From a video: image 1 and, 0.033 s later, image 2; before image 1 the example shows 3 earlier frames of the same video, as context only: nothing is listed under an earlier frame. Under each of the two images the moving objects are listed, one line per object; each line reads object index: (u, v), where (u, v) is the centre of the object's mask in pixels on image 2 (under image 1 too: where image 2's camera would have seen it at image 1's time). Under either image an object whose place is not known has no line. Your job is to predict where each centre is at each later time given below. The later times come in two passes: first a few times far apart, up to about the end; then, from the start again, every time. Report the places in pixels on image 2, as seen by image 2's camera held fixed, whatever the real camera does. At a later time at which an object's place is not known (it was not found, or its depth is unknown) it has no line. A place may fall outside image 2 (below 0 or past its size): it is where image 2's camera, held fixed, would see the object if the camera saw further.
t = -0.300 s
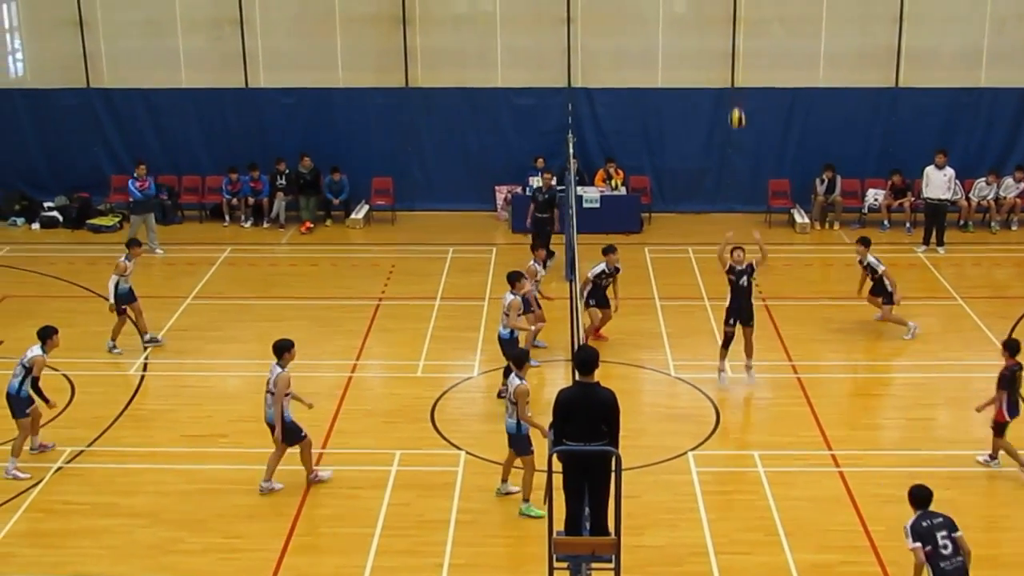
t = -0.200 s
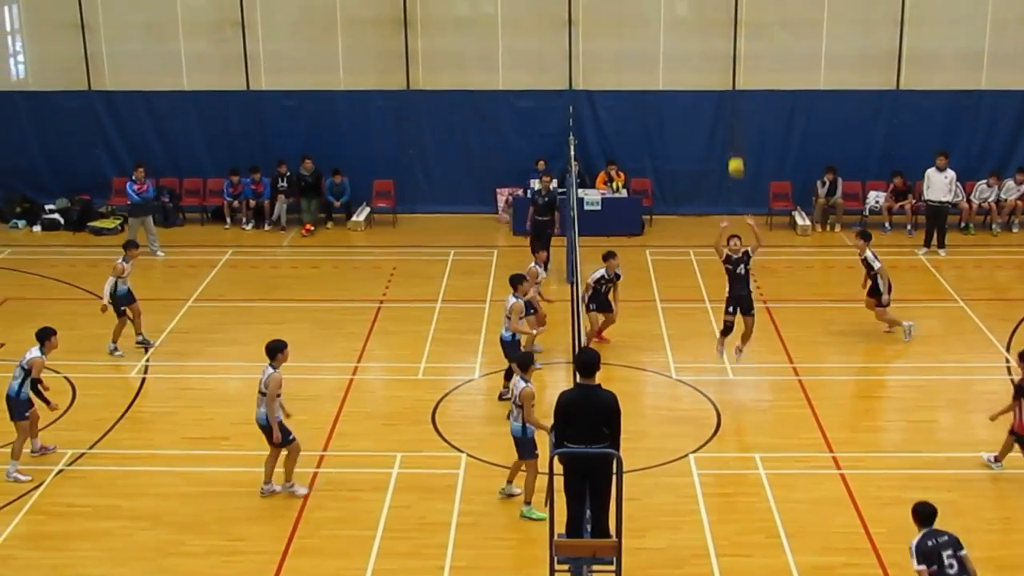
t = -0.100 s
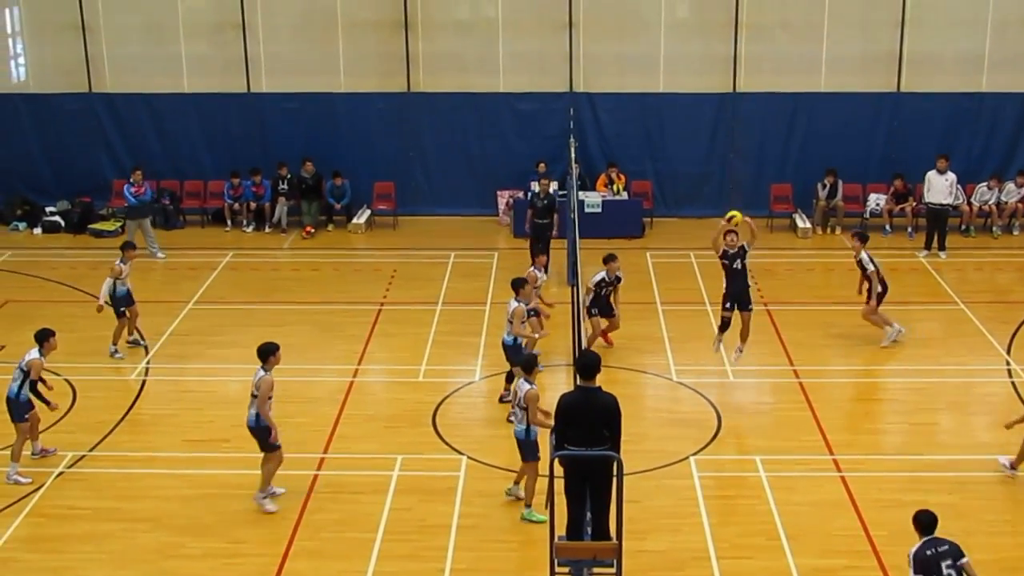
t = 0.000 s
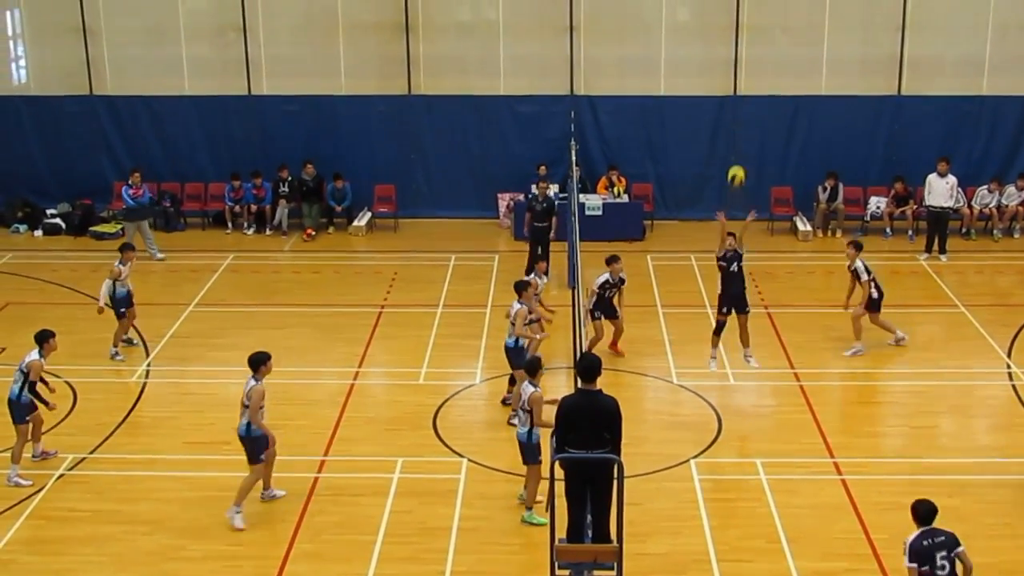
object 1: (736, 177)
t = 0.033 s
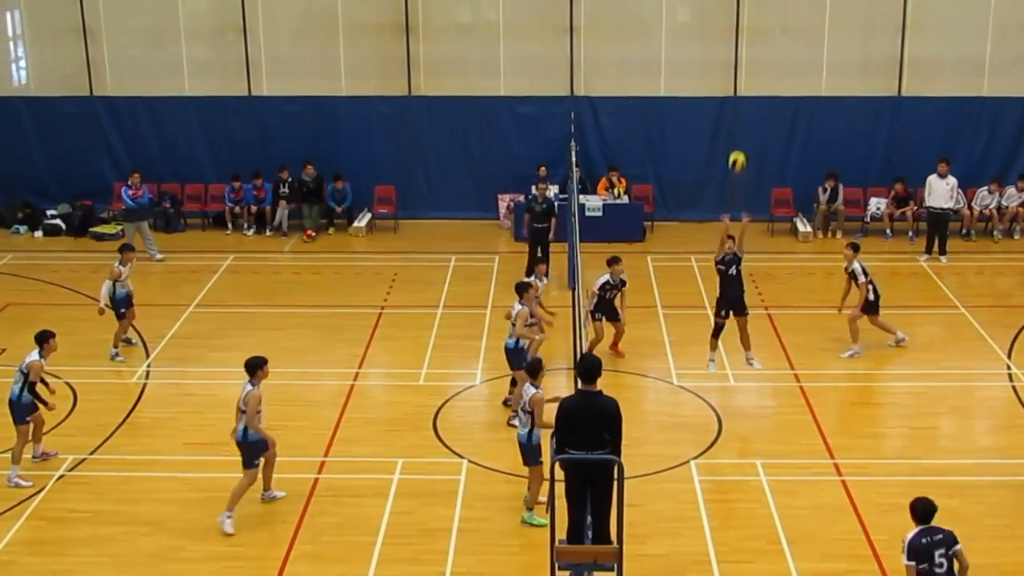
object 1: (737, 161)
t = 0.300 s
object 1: (737, 64)
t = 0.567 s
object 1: (735, 21)
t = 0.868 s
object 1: (730, 49)
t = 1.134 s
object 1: (723, 153)
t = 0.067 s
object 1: (737, 146)
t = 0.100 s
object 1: (738, 131)
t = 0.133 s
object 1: (738, 118)
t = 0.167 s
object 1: (738, 106)
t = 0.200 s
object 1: (739, 93)
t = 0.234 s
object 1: (738, 82)
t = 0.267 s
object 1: (737, 73)
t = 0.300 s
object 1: (737, 64)
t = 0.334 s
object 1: (737, 55)
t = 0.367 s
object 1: (737, 47)
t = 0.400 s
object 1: (736, 40)
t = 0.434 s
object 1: (736, 34)
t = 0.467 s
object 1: (736, 29)
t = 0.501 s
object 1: (736, 26)
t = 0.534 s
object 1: (736, 23)
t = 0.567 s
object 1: (735, 21)
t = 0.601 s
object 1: (735, 20)
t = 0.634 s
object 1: (735, 20)
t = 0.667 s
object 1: (734, 20)
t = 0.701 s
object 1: (734, 22)
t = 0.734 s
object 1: (733, 25)
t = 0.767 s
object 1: (732, 30)
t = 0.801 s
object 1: (732, 35)
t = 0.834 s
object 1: (731, 41)
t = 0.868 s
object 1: (730, 49)
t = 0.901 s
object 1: (730, 58)
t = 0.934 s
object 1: (728, 68)
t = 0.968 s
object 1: (728, 80)
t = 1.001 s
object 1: (727, 93)
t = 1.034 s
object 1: (726, 106)
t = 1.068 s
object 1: (725, 120)
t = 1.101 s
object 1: (725, 136)
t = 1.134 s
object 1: (723, 153)
